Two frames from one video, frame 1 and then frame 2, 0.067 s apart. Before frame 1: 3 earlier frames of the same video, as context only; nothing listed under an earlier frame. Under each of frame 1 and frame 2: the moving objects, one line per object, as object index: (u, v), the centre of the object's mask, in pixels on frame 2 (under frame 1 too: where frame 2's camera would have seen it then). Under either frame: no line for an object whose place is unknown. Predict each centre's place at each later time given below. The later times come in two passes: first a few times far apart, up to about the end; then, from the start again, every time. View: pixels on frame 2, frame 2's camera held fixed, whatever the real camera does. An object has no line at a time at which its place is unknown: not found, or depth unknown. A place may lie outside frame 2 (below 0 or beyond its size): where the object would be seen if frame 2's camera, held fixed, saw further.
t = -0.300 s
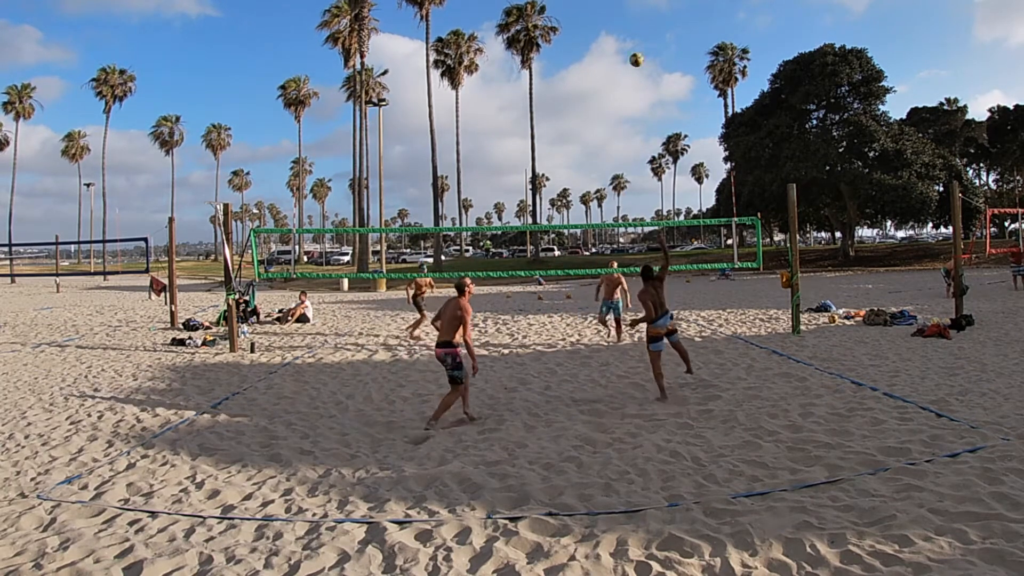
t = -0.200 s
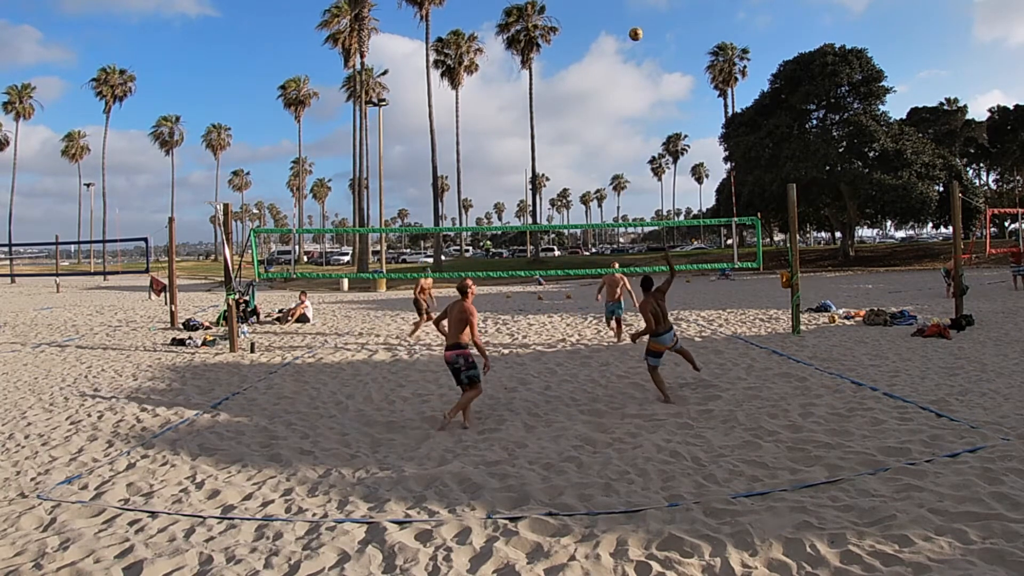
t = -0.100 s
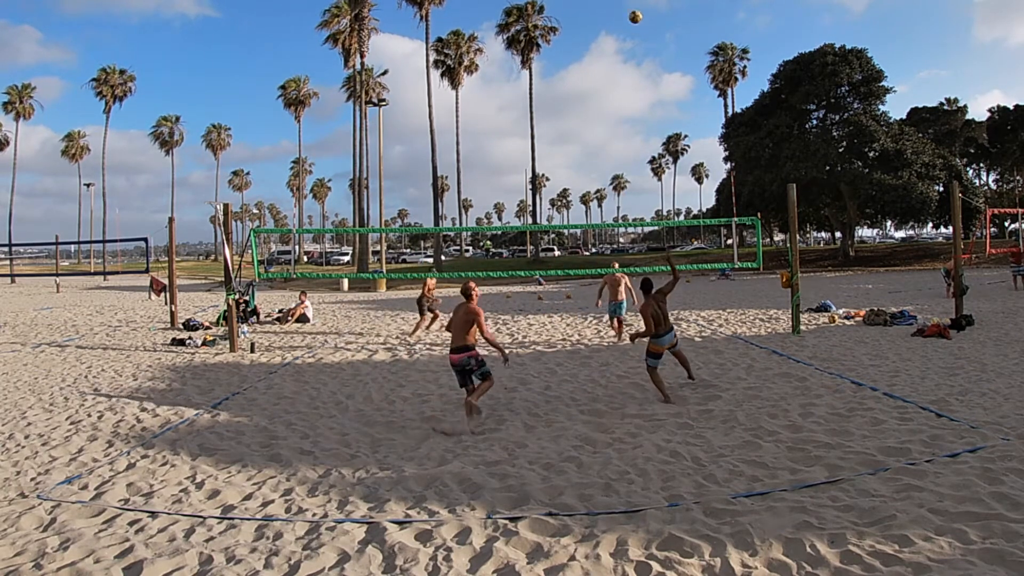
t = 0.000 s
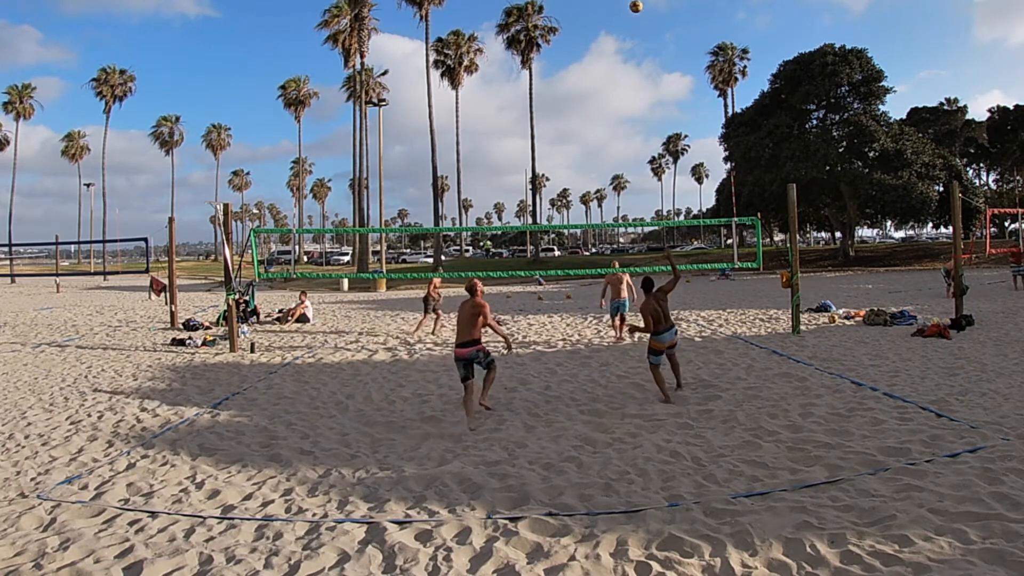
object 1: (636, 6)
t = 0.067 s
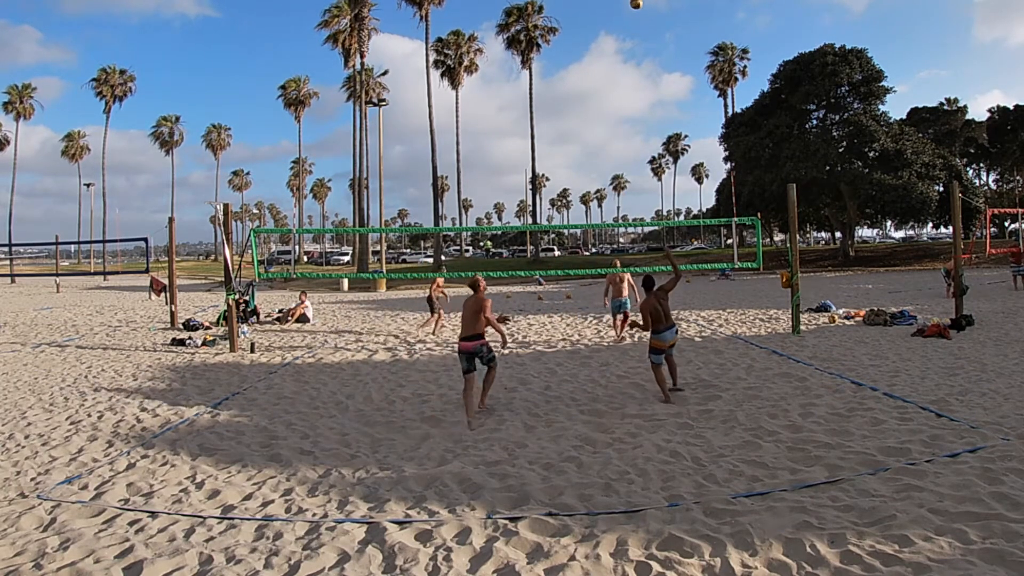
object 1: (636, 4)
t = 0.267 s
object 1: (638, 6)
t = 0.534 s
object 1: (642, 41)
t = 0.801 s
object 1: (647, 107)
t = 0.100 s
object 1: (636, 4)
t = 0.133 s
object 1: (637, 4)
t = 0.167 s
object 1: (637, 4)
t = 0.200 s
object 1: (638, 4)
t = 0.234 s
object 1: (638, 5)
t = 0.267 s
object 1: (638, 6)
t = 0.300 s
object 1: (639, 9)
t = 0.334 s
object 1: (639, 12)
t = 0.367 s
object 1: (640, 16)
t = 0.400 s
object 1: (641, 20)
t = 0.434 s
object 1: (641, 25)
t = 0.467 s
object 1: (641, 30)
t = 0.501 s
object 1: (642, 35)
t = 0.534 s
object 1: (642, 41)
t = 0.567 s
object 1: (643, 48)
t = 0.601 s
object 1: (644, 55)
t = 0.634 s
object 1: (644, 63)
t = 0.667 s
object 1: (644, 70)
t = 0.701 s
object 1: (645, 79)
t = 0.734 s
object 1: (646, 88)
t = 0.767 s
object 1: (646, 97)
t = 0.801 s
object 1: (647, 107)
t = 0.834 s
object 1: (647, 117)
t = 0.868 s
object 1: (648, 128)
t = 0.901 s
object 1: (648, 139)
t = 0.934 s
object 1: (649, 150)
